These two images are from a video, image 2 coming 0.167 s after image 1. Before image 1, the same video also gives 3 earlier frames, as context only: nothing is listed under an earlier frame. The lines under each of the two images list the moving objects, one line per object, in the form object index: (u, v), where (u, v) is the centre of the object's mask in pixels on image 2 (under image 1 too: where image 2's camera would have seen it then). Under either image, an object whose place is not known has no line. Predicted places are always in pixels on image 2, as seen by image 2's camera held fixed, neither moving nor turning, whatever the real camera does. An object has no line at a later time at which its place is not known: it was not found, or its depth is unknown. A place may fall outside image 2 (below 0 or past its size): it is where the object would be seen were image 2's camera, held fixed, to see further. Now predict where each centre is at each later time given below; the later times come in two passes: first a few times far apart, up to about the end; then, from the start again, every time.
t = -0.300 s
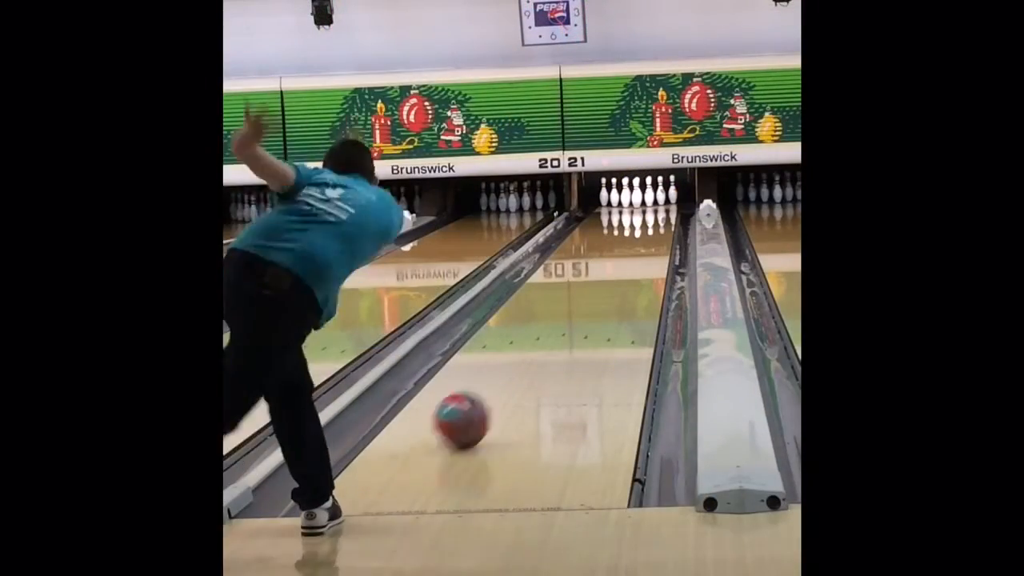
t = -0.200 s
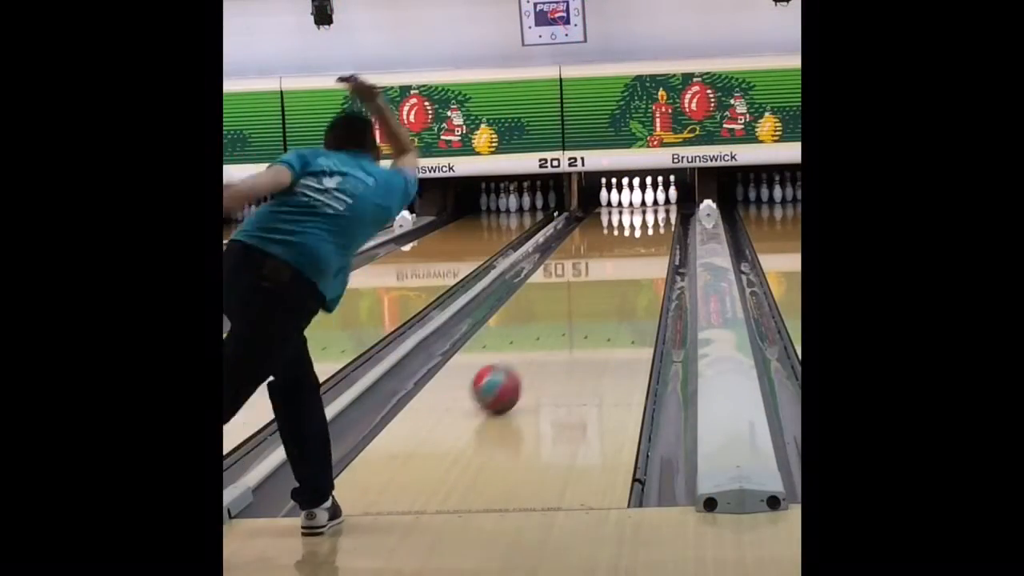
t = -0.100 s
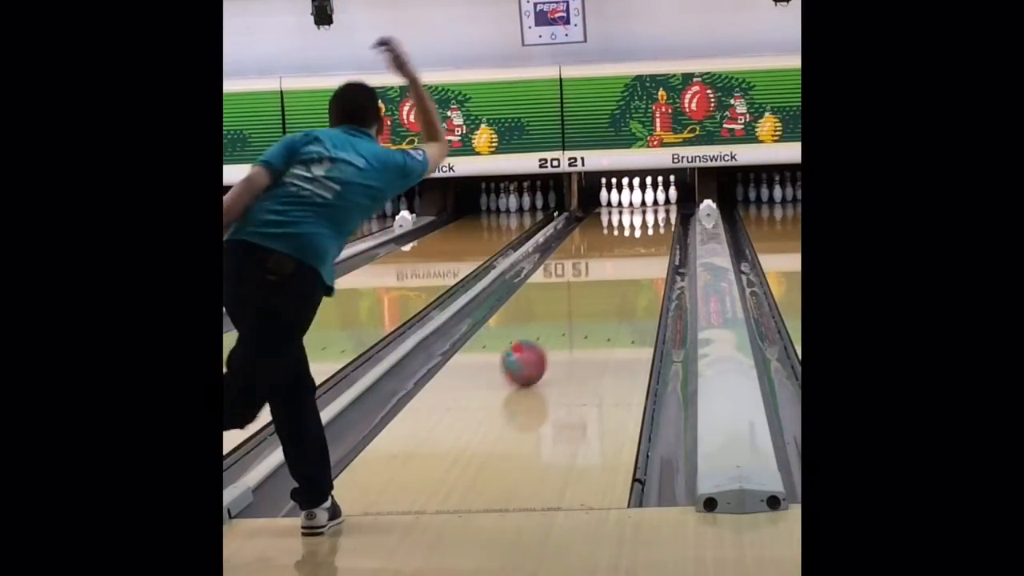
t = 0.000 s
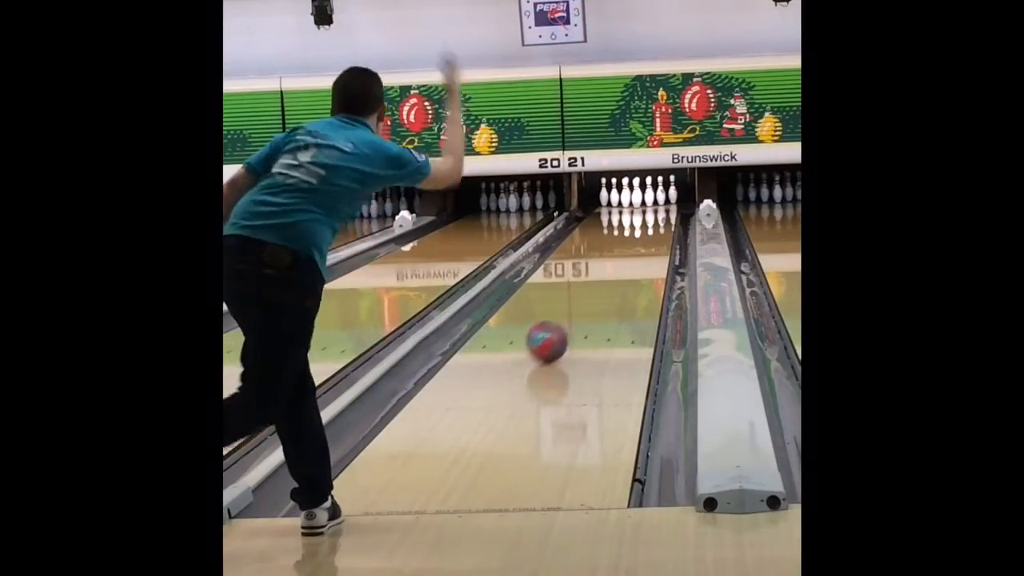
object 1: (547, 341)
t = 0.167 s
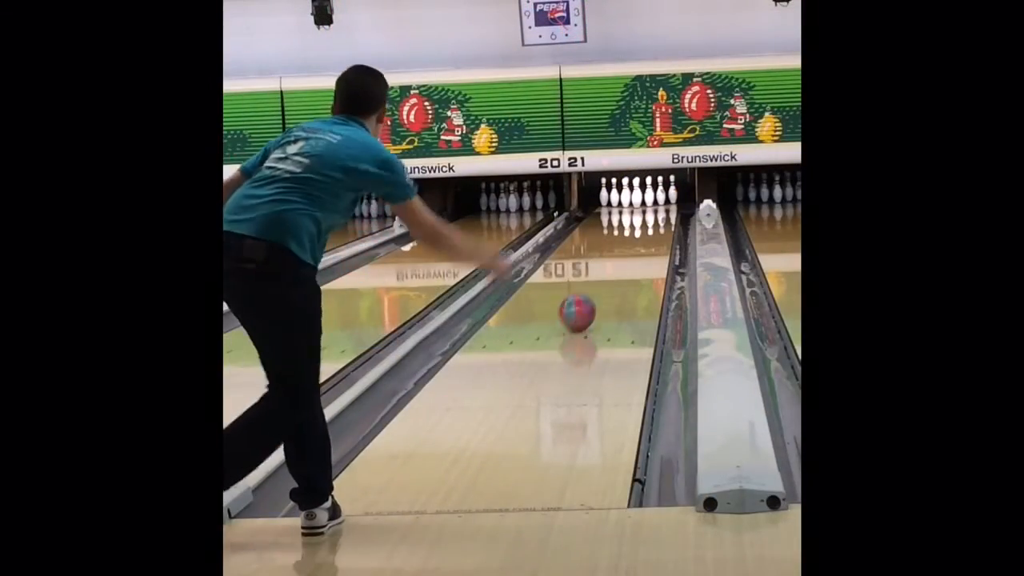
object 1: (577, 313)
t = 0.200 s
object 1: (582, 308)
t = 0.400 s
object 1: (608, 283)
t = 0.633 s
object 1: (629, 261)
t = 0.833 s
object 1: (641, 246)
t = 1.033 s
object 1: (650, 233)
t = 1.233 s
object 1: (654, 223)
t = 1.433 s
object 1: (655, 215)
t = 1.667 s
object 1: (651, 209)
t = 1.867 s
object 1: (645, 203)
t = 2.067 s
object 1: (639, 199)
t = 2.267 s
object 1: (630, 197)
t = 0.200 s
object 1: (582, 308)
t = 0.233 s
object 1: (587, 304)
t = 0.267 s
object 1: (592, 299)
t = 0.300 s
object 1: (596, 295)
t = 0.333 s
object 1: (600, 291)
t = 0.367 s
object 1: (604, 287)
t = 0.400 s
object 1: (608, 283)
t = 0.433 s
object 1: (611, 279)
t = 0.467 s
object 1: (615, 276)
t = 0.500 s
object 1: (618, 272)
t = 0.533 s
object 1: (621, 270)
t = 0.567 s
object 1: (624, 266)
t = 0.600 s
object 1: (626, 263)
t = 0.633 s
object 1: (629, 261)
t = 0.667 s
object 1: (632, 258)
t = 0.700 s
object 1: (634, 255)
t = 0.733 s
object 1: (636, 253)
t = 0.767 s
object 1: (638, 252)
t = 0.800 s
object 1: (640, 248)
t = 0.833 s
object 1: (641, 246)
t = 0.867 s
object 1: (643, 243)
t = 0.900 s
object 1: (645, 241)
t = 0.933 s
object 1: (647, 239)
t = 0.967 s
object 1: (647, 238)
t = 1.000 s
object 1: (649, 235)
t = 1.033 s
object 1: (650, 233)
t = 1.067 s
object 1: (651, 232)
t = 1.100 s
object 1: (651, 230)
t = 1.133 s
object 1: (652, 228)
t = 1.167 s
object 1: (653, 226)
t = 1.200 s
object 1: (654, 225)
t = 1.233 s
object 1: (654, 223)
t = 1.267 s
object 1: (655, 222)
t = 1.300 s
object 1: (655, 220)
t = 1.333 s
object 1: (655, 219)
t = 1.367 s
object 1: (655, 218)
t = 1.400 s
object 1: (655, 217)
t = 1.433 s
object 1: (655, 215)
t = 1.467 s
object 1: (655, 214)
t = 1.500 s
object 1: (654, 213)
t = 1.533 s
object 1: (654, 212)
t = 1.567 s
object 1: (654, 212)
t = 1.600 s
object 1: (653, 210)
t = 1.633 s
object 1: (652, 209)
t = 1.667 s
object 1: (651, 209)
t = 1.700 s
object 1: (650, 207)
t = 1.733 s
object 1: (650, 207)
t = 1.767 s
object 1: (649, 206)
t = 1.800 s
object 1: (647, 205)
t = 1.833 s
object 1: (646, 204)
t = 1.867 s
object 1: (645, 203)
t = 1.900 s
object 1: (643, 202)
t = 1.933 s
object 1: (642, 201)
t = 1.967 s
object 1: (640, 201)
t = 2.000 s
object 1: (640, 200)
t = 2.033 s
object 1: (640, 199)
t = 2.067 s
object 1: (639, 199)
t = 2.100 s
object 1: (637, 199)
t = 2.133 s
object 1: (636, 197)
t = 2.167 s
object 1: (634, 197)
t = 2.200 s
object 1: (631, 198)
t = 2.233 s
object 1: (630, 197)
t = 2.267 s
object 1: (630, 197)
